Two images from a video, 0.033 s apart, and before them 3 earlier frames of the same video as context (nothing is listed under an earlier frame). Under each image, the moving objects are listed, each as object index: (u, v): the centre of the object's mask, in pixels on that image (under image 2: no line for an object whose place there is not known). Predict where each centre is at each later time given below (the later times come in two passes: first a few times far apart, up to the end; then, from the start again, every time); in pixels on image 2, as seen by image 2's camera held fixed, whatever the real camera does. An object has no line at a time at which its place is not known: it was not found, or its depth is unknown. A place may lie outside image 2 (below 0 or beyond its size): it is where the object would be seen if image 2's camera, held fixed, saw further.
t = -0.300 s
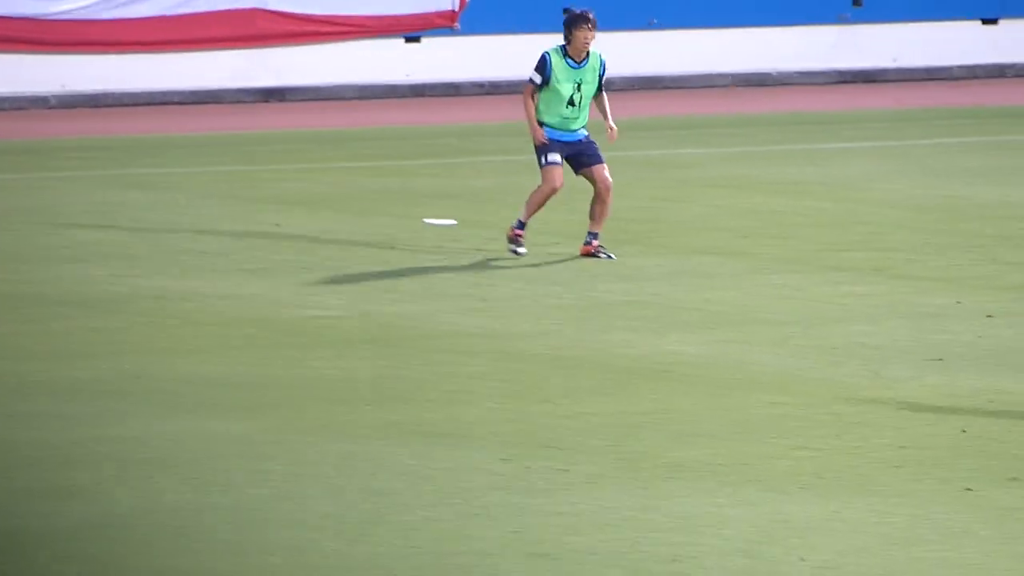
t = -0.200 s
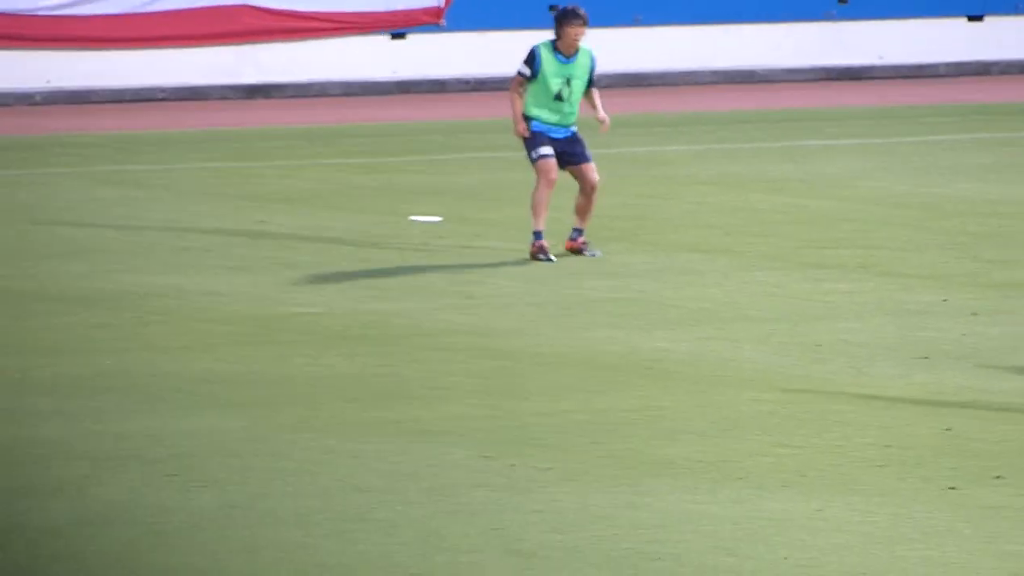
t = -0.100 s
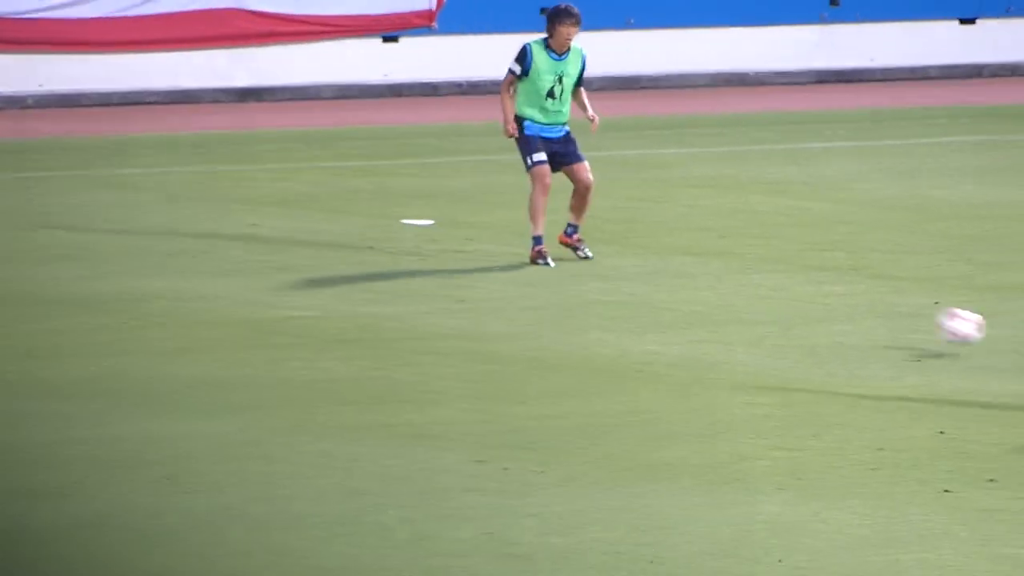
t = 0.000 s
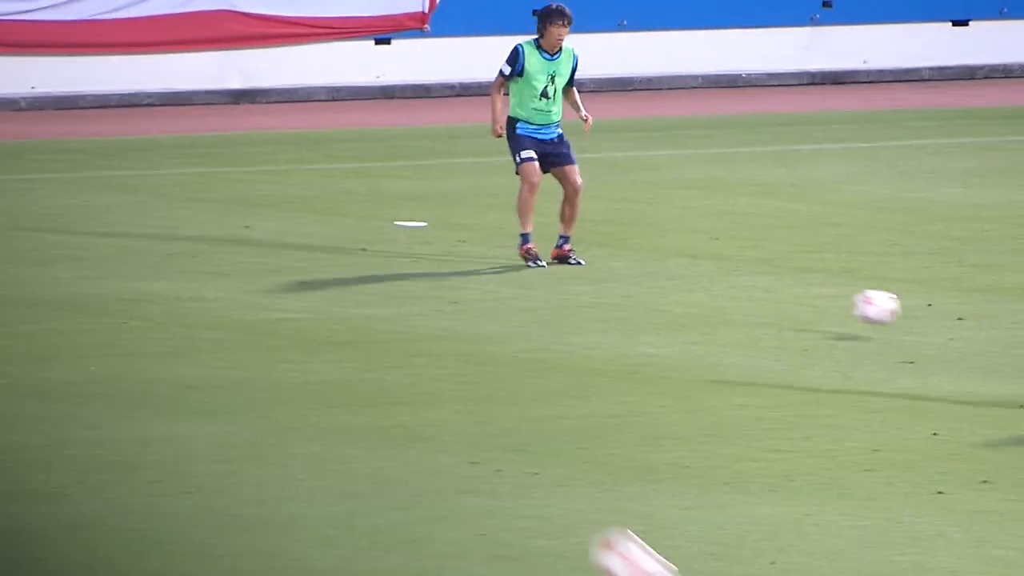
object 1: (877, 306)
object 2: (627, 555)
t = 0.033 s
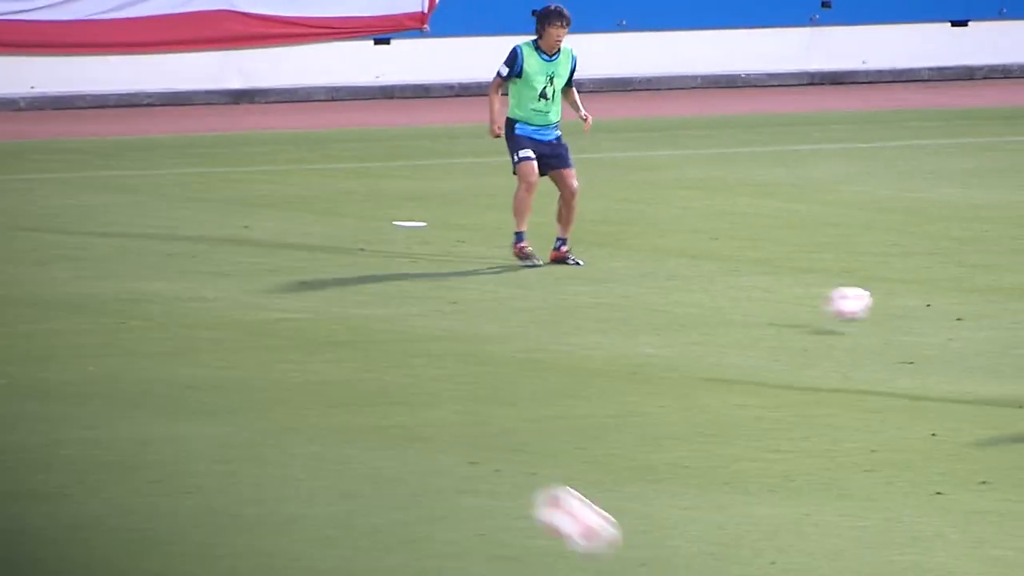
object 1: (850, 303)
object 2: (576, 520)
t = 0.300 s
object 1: (659, 263)
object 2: (105, 244)
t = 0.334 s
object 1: (637, 262)
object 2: (51, 221)
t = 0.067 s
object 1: (822, 301)
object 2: (518, 476)
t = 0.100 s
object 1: (796, 300)
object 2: (459, 435)
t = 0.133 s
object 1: (772, 293)
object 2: (400, 396)
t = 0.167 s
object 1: (749, 284)
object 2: (340, 360)
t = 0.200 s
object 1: (725, 276)
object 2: (281, 327)
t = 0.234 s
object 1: (703, 270)
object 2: (222, 296)
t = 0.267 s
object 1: (681, 266)
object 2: (164, 270)
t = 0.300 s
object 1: (659, 263)
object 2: (105, 244)
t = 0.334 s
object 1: (637, 262)
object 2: (51, 221)
